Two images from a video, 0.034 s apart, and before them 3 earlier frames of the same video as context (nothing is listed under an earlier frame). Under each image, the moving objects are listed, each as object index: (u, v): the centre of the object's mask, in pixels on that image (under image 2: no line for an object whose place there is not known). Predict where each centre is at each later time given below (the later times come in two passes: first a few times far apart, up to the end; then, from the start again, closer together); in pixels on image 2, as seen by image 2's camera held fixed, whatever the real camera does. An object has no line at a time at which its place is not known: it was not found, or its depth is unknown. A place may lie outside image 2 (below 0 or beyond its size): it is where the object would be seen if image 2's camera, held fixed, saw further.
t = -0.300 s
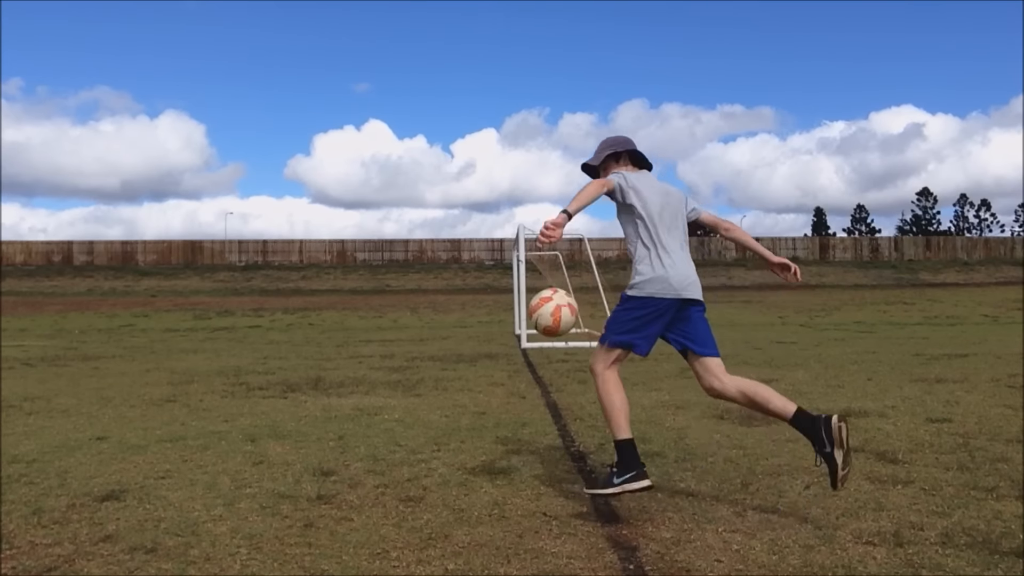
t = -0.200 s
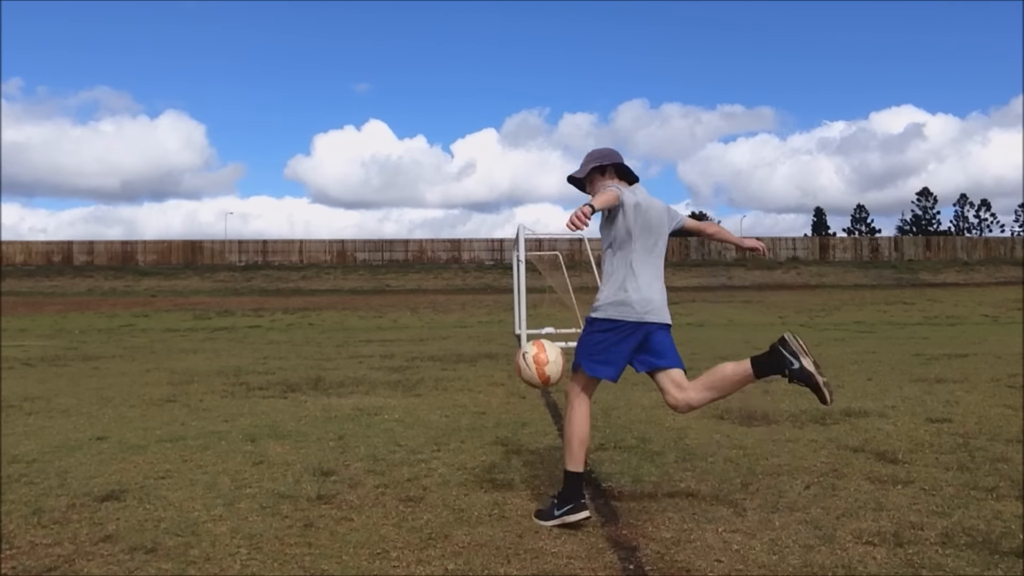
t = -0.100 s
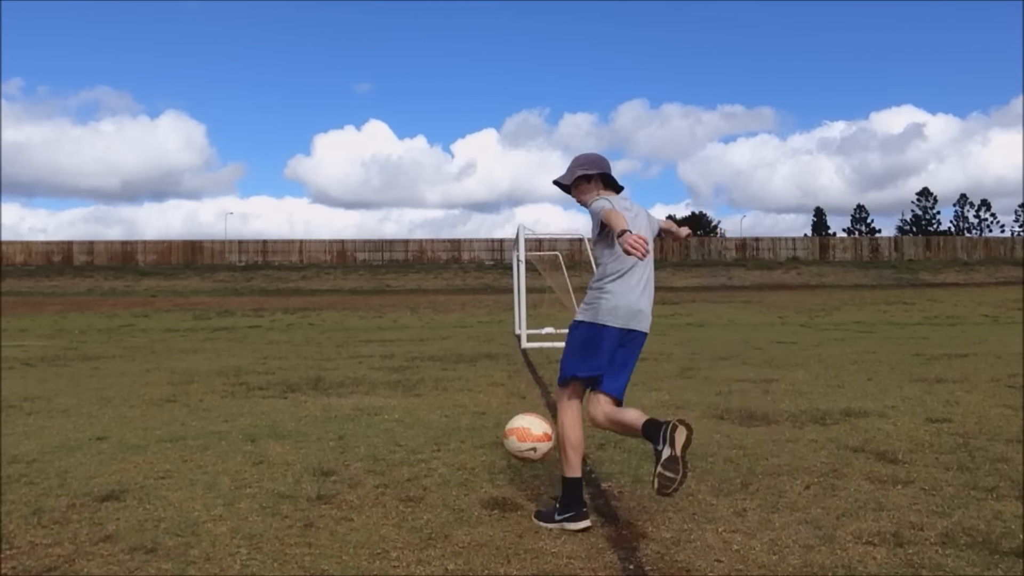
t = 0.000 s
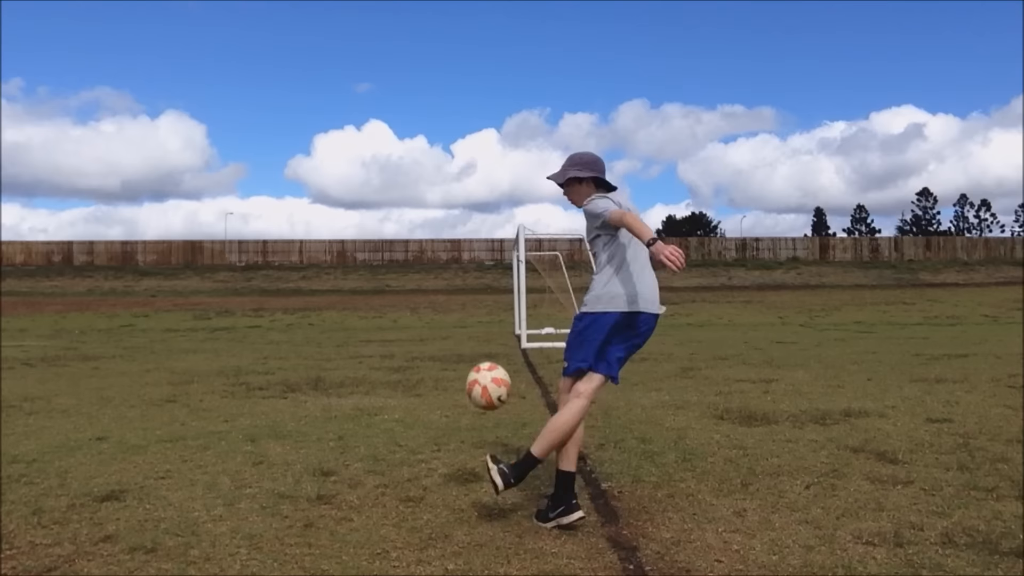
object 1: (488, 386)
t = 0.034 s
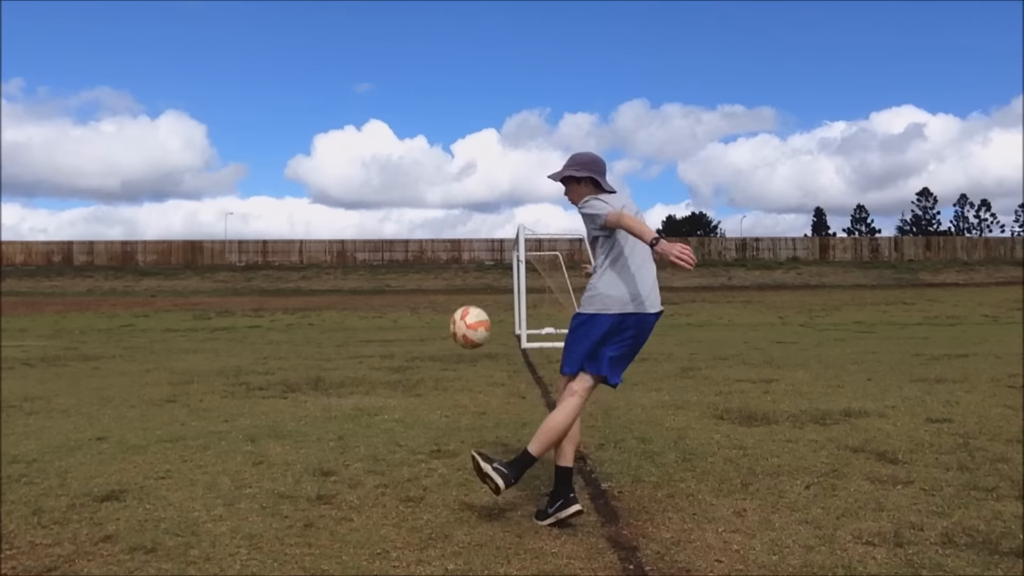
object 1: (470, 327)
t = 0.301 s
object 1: (412, 117)
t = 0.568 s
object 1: (404, 73)
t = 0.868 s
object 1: (413, 85)
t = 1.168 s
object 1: (431, 130)
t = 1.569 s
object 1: (456, 218)
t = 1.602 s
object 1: (458, 227)
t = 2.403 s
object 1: (501, 269)
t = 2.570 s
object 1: (509, 262)
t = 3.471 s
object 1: (553, 303)
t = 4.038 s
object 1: (559, 303)
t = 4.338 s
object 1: (561, 323)
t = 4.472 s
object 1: (561, 313)
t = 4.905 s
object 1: (564, 325)
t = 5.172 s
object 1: (566, 322)
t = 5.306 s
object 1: (567, 322)
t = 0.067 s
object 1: (456, 280)
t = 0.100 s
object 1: (444, 241)
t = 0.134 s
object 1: (436, 211)
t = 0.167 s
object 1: (429, 185)
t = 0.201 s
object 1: (424, 163)
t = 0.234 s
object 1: (419, 145)
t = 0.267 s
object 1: (415, 130)
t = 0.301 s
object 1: (412, 117)
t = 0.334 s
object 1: (409, 107)
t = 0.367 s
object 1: (407, 98)
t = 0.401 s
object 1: (405, 91)
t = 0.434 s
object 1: (405, 85)
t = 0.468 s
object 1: (404, 81)
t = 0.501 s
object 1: (403, 77)
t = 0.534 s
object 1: (403, 74)
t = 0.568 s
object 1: (404, 73)
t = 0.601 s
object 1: (404, 72)
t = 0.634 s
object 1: (405, 72)
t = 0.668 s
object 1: (405, 72)
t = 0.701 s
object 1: (406, 73)
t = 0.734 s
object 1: (407, 74)
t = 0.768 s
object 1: (409, 76)
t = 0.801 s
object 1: (410, 79)
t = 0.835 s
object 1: (412, 82)
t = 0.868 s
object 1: (413, 85)
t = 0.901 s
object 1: (415, 89)
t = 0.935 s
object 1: (417, 93)
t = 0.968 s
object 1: (419, 97)
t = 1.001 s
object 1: (420, 102)
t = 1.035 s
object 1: (422, 107)
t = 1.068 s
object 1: (424, 113)
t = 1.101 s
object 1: (426, 118)
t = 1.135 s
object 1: (428, 124)
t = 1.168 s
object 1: (431, 130)
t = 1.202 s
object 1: (432, 136)
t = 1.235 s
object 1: (435, 143)
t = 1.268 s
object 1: (437, 149)
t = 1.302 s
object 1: (439, 156)
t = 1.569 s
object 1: (456, 218)
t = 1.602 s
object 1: (458, 227)
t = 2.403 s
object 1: (501, 269)
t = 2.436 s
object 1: (503, 267)
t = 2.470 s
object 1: (504, 265)
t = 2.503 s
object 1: (506, 264)
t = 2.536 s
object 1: (508, 263)
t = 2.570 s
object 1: (509, 262)
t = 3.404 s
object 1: (550, 309)
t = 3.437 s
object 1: (552, 306)
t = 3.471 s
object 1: (553, 303)
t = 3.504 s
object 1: (554, 301)
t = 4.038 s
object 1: (559, 303)
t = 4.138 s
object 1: (560, 313)
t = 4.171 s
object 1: (560, 317)
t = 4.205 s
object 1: (560, 322)
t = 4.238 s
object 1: (560, 327)
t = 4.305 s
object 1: (561, 326)
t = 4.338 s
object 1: (561, 323)
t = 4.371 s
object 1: (561, 320)
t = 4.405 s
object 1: (560, 317)
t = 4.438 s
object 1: (561, 315)
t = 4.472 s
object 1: (561, 313)
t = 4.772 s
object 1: (563, 313)
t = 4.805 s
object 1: (563, 315)
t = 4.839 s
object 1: (563, 318)
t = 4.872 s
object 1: (564, 321)
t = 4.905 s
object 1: (564, 325)
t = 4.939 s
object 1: (564, 327)
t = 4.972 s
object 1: (565, 329)
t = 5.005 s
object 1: (565, 327)
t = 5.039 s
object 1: (566, 325)
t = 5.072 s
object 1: (565, 324)
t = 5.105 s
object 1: (566, 323)
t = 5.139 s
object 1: (566, 323)
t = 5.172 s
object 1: (566, 322)
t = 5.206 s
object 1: (566, 322)
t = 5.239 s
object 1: (566, 322)
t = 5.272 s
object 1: (567, 322)
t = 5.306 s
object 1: (567, 322)
